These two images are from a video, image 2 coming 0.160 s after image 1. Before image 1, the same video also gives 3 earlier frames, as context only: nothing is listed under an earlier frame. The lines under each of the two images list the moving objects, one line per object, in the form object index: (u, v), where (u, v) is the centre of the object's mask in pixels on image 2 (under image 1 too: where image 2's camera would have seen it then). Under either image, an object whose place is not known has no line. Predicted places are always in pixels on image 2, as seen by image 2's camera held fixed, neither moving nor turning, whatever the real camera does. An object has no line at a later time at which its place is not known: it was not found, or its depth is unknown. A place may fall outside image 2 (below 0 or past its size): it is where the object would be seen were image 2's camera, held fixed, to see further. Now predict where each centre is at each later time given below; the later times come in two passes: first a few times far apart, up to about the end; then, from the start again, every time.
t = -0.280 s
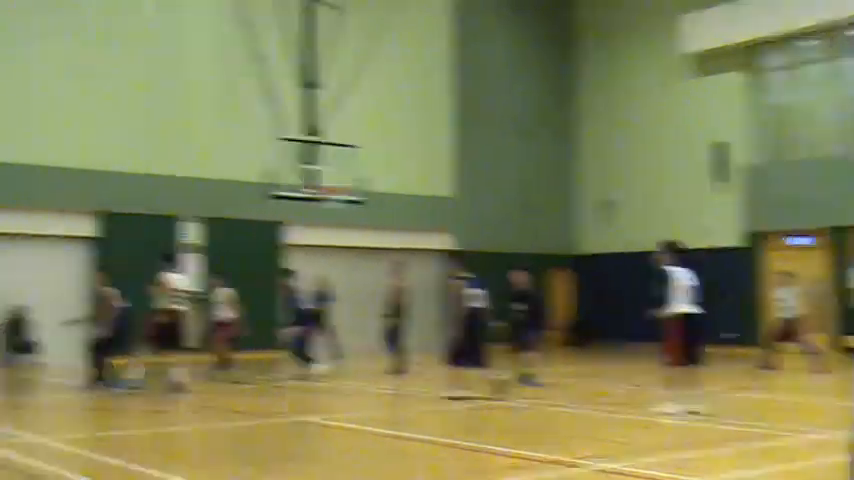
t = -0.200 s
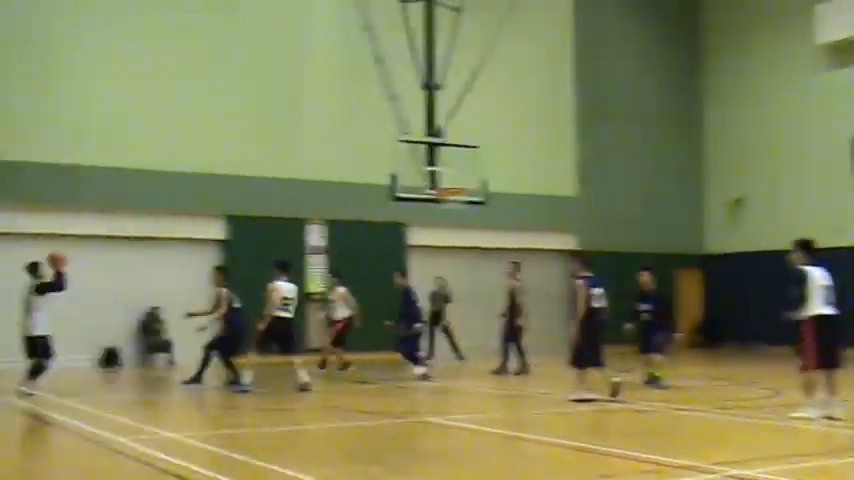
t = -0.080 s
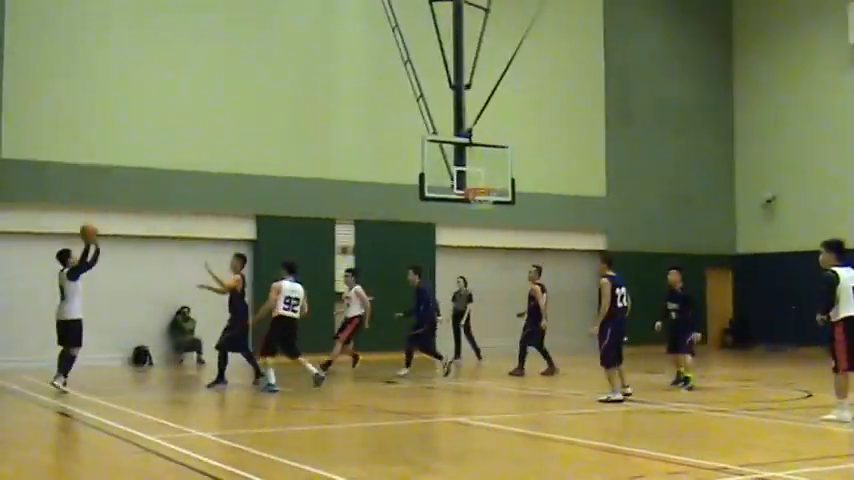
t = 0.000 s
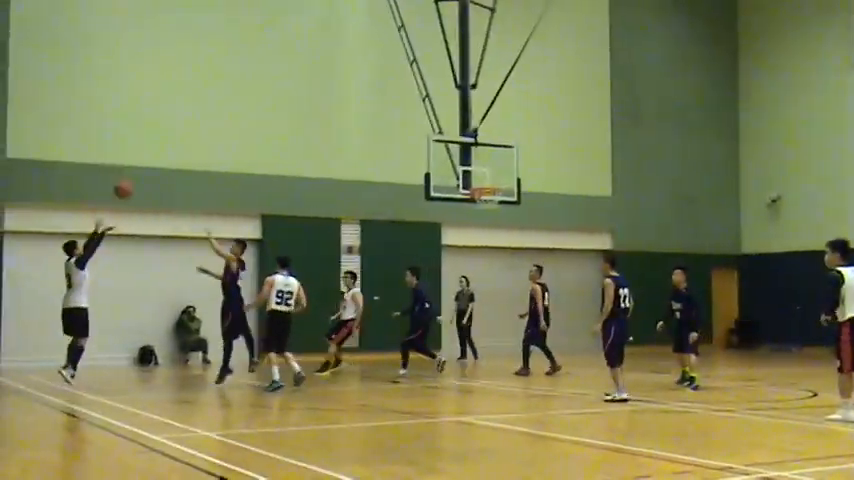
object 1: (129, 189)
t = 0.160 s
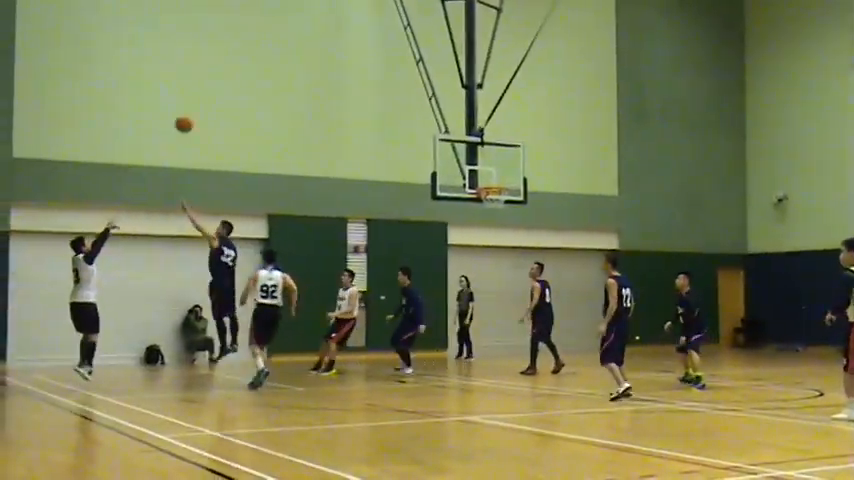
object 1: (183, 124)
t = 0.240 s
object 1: (209, 100)
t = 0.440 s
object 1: (268, 61)
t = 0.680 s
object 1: (333, 50)
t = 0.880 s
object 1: (382, 68)
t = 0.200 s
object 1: (196, 112)
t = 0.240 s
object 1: (209, 100)
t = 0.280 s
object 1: (221, 90)
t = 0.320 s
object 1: (233, 81)
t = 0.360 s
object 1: (246, 73)
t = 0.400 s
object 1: (257, 66)
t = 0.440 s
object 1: (268, 61)
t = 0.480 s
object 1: (280, 56)
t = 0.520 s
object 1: (291, 53)
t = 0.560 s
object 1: (302, 50)
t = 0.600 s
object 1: (313, 49)
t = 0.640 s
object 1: (323, 48)
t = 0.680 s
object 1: (333, 50)
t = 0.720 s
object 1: (343, 51)
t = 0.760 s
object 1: (353, 54)
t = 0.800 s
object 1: (363, 58)
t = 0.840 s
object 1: (373, 63)
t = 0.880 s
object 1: (382, 68)
